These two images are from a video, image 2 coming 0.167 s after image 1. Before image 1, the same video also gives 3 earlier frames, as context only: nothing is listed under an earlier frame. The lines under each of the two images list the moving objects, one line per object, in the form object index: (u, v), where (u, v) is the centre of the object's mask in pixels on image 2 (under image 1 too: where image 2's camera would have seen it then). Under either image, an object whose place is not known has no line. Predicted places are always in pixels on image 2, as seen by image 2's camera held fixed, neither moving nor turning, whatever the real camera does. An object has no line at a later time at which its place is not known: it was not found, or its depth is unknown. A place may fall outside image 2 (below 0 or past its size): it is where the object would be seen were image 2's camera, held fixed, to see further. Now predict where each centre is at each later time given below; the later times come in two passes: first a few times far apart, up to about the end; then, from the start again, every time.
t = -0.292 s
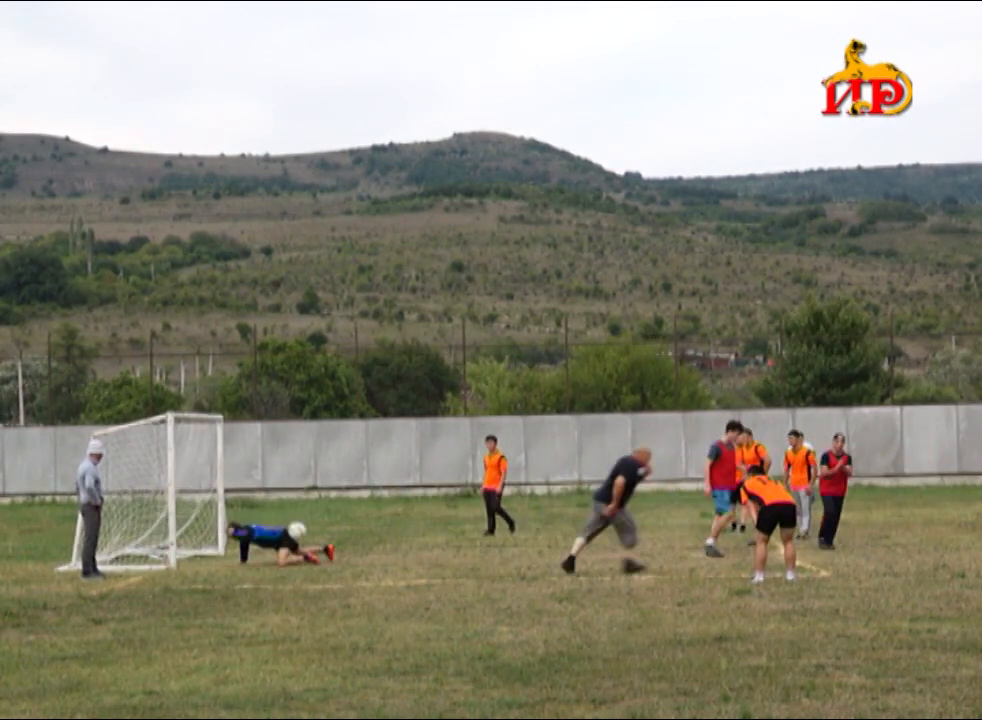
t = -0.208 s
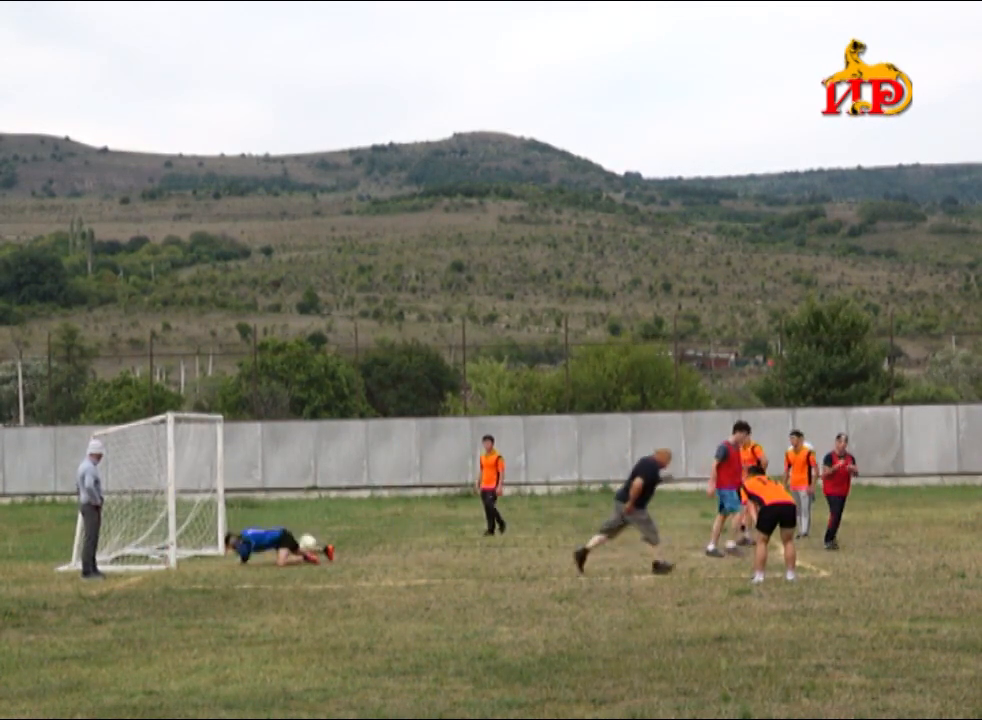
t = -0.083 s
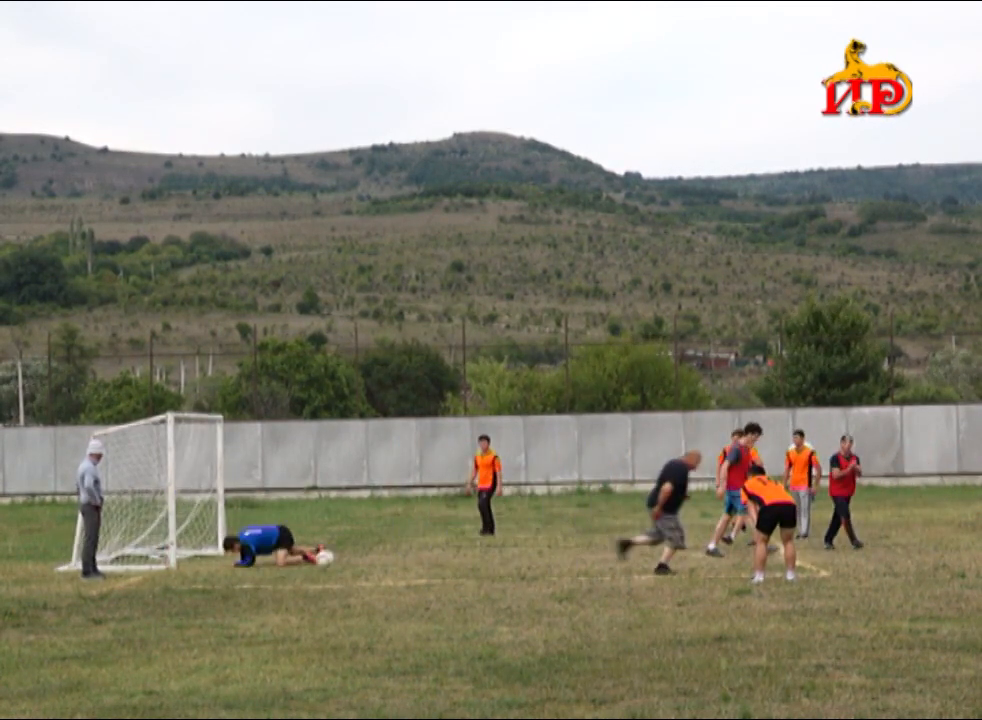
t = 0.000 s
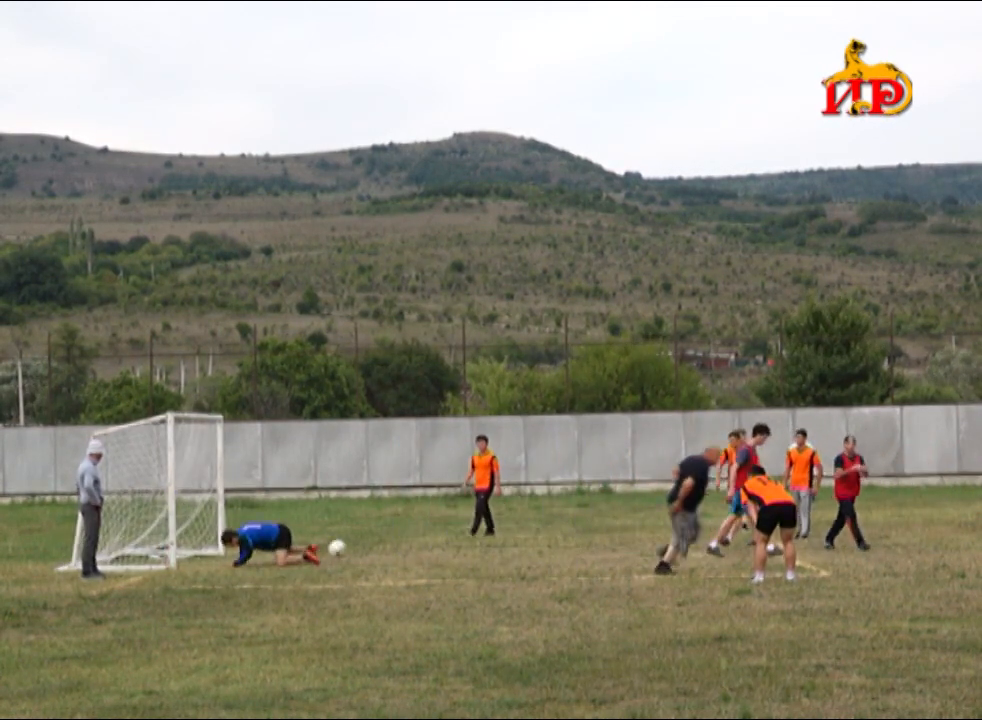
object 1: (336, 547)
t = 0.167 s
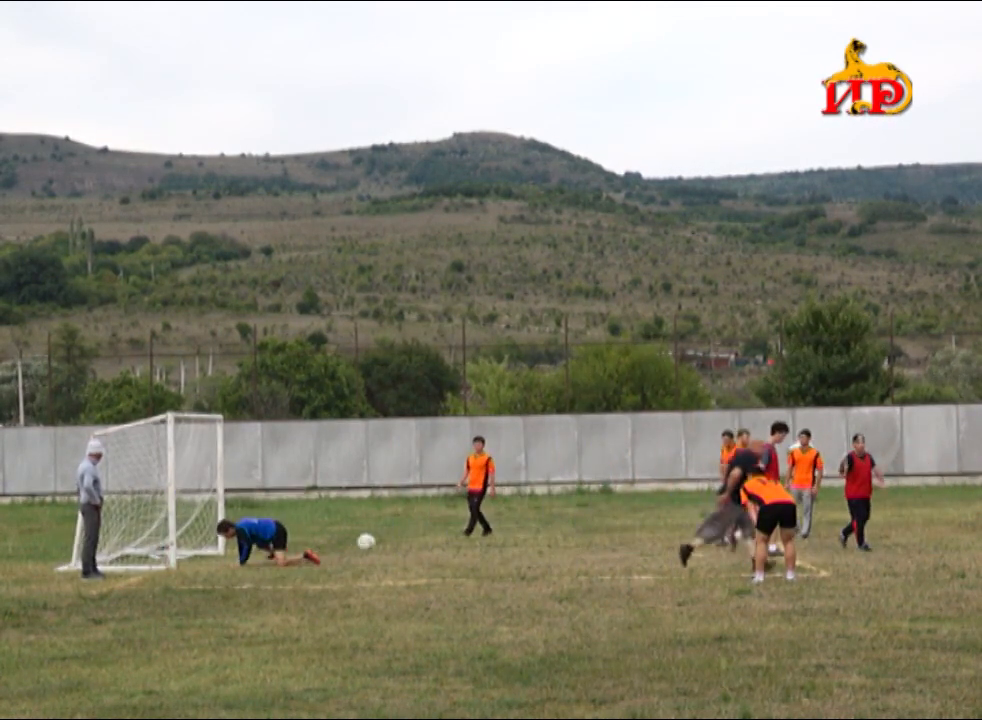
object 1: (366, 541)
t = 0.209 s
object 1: (372, 543)
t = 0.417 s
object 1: (406, 561)
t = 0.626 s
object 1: (436, 550)
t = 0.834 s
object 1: (465, 564)
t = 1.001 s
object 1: (487, 555)
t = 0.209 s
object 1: (372, 543)
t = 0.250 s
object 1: (379, 546)
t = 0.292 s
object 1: (385, 551)
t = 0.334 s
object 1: (392, 556)
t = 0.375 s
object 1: (399, 563)
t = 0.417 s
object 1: (406, 561)
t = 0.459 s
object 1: (410, 557)
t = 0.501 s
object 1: (417, 553)
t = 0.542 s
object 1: (425, 550)
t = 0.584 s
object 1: (430, 549)
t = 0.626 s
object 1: (436, 550)
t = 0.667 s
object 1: (442, 551)
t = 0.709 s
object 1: (448, 554)
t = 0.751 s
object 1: (454, 558)
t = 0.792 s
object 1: (460, 565)
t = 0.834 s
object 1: (465, 564)
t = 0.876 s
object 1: (471, 560)
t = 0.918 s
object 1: (476, 558)
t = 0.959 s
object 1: (483, 555)
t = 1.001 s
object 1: (487, 555)
